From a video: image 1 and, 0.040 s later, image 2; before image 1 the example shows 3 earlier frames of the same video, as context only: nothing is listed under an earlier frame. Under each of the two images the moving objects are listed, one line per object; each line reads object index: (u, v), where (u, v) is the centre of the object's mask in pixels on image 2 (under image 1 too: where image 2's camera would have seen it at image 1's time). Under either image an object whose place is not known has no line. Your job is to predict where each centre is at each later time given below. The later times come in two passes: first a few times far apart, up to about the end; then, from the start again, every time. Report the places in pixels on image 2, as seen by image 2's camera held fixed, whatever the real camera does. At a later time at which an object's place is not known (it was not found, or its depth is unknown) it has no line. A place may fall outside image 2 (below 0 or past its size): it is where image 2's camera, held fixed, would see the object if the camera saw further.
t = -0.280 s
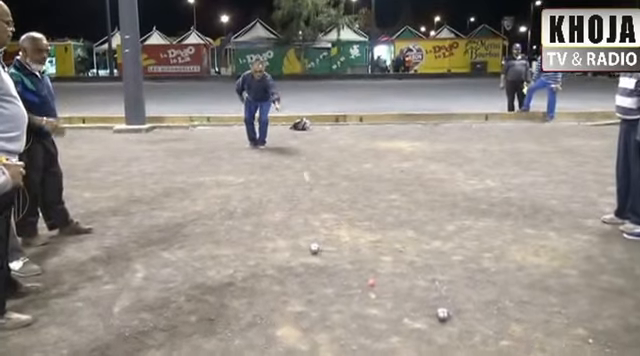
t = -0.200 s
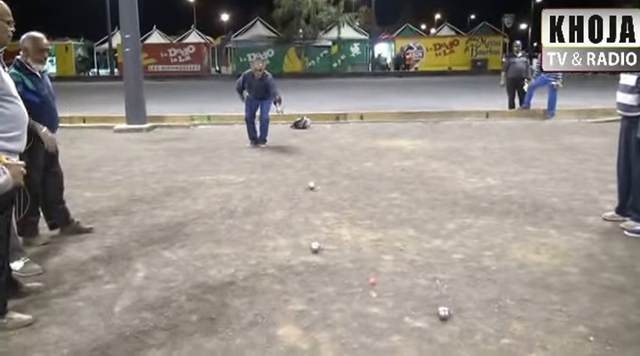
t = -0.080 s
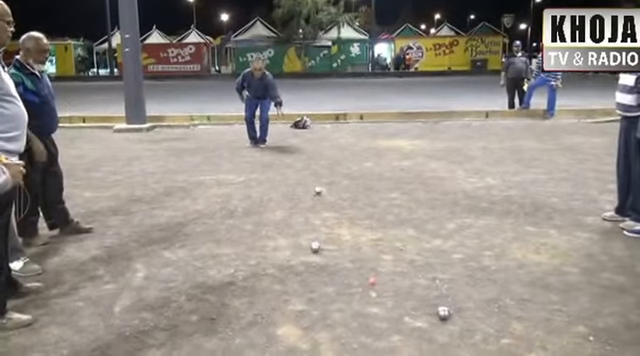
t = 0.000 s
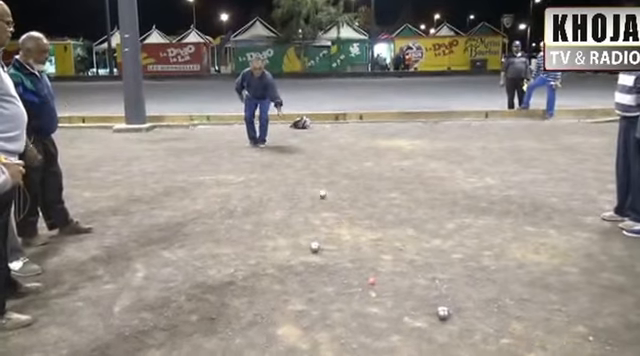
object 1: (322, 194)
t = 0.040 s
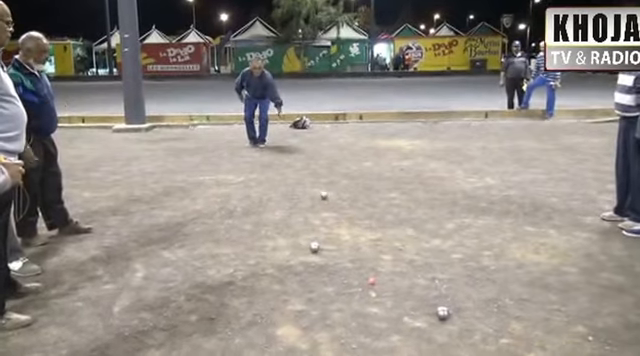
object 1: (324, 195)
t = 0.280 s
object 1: (335, 202)
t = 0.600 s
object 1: (354, 214)
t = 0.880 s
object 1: (370, 220)
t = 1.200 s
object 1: (387, 226)
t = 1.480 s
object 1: (400, 230)
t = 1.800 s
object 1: (411, 232)
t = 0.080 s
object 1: (326, 195)
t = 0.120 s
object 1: (327, 198)
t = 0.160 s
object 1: (329, 199)
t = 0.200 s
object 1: (331, 200)
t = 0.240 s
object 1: (333, 201)
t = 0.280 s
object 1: (335, 202)
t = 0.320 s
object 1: (337, 204)
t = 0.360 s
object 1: (339, 205)
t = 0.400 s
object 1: (342, 207)
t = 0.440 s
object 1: (344, 209)
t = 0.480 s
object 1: (346, 210)
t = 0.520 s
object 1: (349, 211)
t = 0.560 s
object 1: (352, 212)
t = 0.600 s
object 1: (354, 214)
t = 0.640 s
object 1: (356, 215)
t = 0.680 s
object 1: (359, 216)
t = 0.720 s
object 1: (361, 217)
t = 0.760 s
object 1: (363, 216)
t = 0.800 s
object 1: (365, 216)
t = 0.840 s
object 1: (368, 219)
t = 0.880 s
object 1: (370, 220)
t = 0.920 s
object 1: (372, 221)
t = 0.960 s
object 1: (374, 222)
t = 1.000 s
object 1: (376, 222)
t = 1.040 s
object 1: (379, 223)
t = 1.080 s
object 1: (381, 224)
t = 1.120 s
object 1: (383, 225)
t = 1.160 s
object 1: (385, 225)
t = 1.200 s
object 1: (387, 226)
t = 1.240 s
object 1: (389, 227)
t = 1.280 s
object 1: (391, 228)
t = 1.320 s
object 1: (393, 228)
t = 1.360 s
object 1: (395, 228)
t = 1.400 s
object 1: (396, 229)
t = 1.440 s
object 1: (398, 230)
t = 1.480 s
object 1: (400, 230)
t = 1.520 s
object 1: (402, 231)
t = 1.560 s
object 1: (403, 231)
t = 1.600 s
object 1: (405, 231)
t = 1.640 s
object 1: (406, 232)
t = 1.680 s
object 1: (408, 232)
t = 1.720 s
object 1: (409, 232)
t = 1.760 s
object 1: (410, 232)
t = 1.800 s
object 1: (411, 232)
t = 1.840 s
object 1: (412, 233)
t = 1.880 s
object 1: (412, 233)
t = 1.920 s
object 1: (413, 233)
